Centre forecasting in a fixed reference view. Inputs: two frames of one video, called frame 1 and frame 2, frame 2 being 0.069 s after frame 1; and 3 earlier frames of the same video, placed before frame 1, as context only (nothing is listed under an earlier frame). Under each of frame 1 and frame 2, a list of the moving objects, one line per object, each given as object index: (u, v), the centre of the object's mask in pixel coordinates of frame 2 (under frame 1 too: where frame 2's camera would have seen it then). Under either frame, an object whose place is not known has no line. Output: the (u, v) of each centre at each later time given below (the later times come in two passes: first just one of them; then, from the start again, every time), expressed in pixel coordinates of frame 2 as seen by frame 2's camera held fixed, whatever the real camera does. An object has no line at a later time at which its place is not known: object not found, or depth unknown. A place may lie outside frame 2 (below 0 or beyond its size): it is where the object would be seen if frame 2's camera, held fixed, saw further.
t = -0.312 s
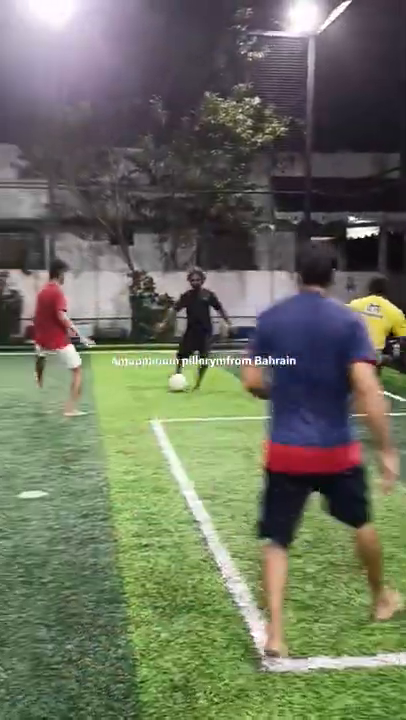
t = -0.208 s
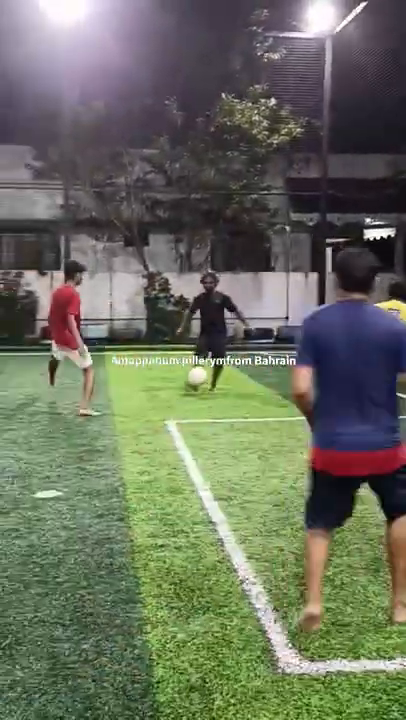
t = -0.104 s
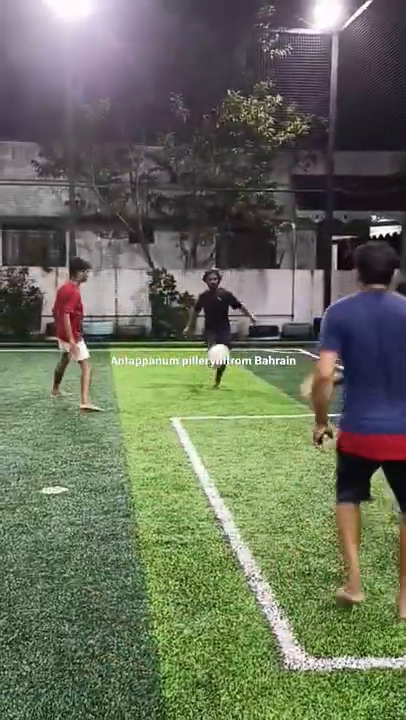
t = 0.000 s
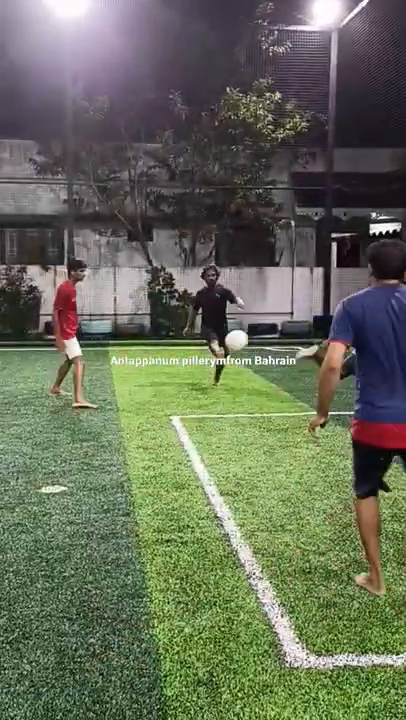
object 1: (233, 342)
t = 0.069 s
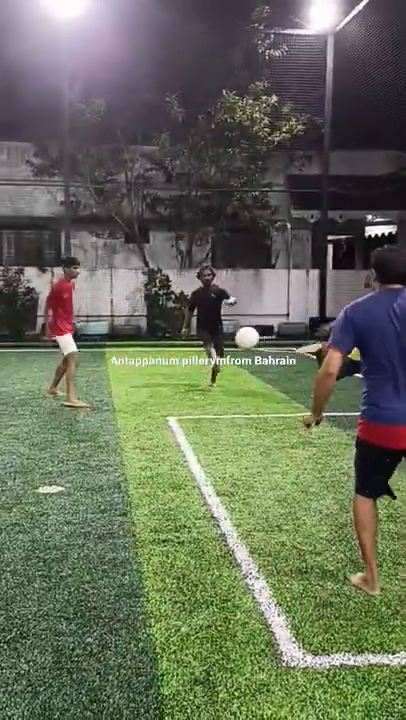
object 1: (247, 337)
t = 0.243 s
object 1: (292, 345)
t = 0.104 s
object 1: (255, 337)
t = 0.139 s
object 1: (263, 337)
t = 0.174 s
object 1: (272, 338)
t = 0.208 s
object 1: (282, 342)
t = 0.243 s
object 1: (292, 345)
